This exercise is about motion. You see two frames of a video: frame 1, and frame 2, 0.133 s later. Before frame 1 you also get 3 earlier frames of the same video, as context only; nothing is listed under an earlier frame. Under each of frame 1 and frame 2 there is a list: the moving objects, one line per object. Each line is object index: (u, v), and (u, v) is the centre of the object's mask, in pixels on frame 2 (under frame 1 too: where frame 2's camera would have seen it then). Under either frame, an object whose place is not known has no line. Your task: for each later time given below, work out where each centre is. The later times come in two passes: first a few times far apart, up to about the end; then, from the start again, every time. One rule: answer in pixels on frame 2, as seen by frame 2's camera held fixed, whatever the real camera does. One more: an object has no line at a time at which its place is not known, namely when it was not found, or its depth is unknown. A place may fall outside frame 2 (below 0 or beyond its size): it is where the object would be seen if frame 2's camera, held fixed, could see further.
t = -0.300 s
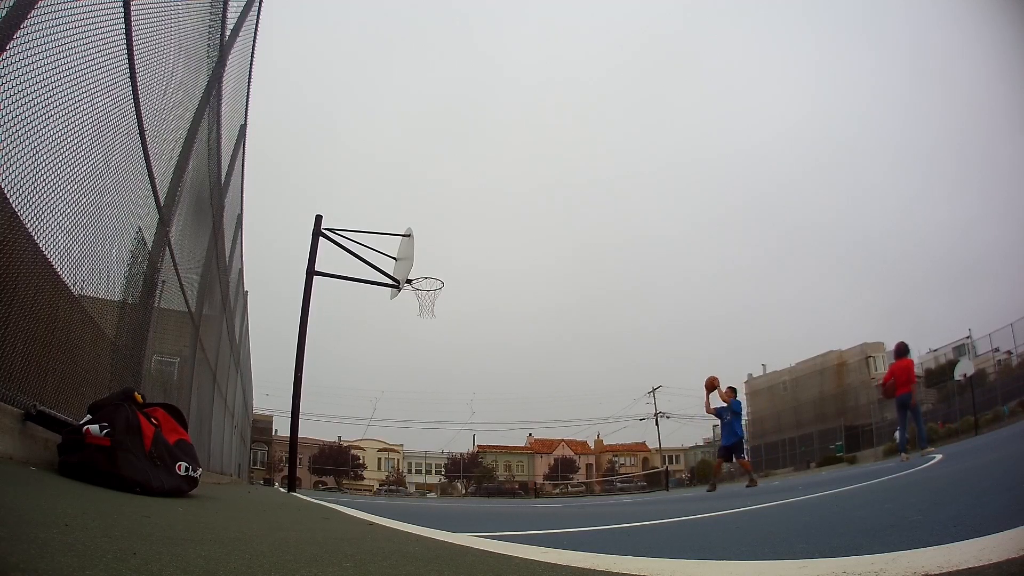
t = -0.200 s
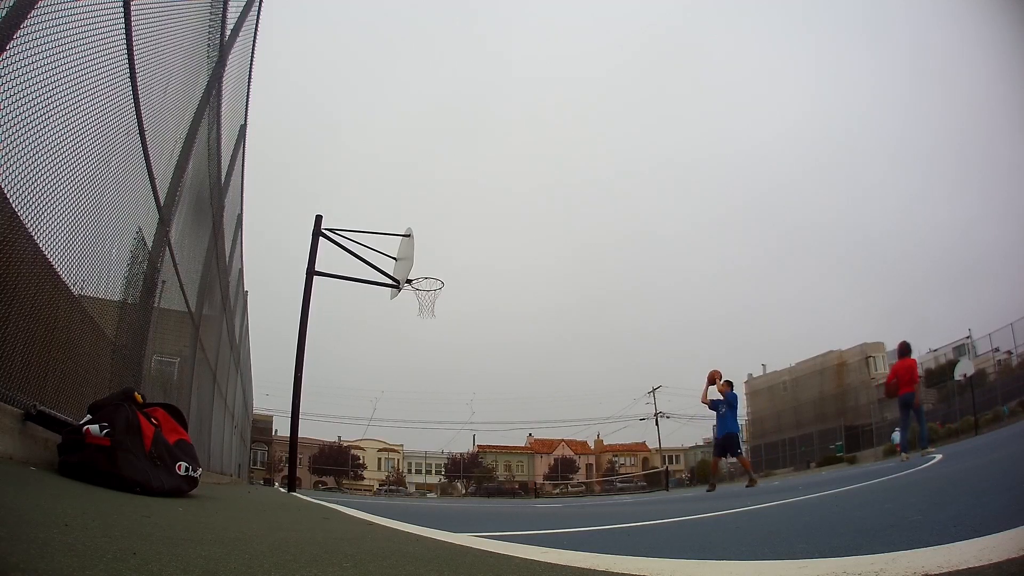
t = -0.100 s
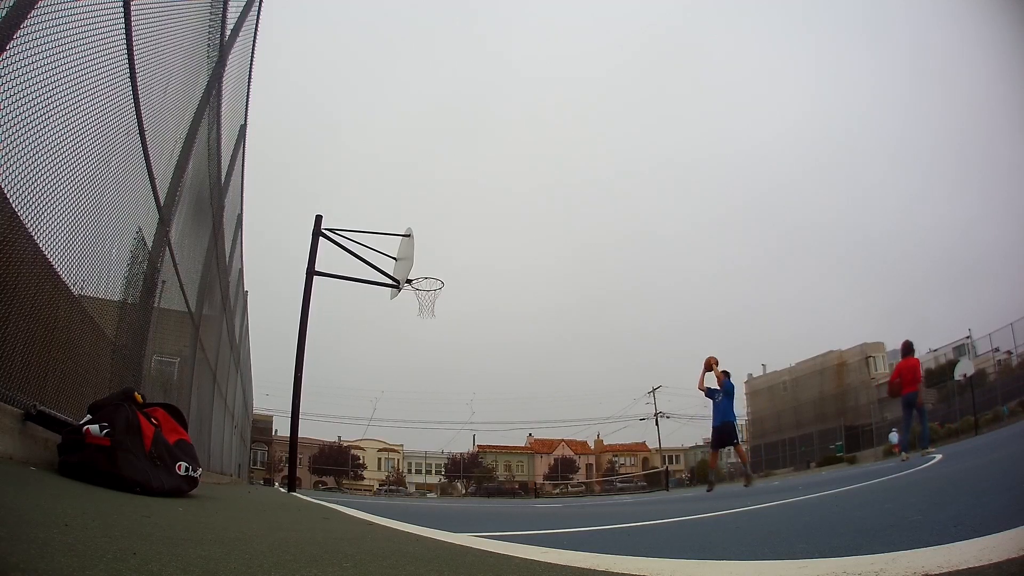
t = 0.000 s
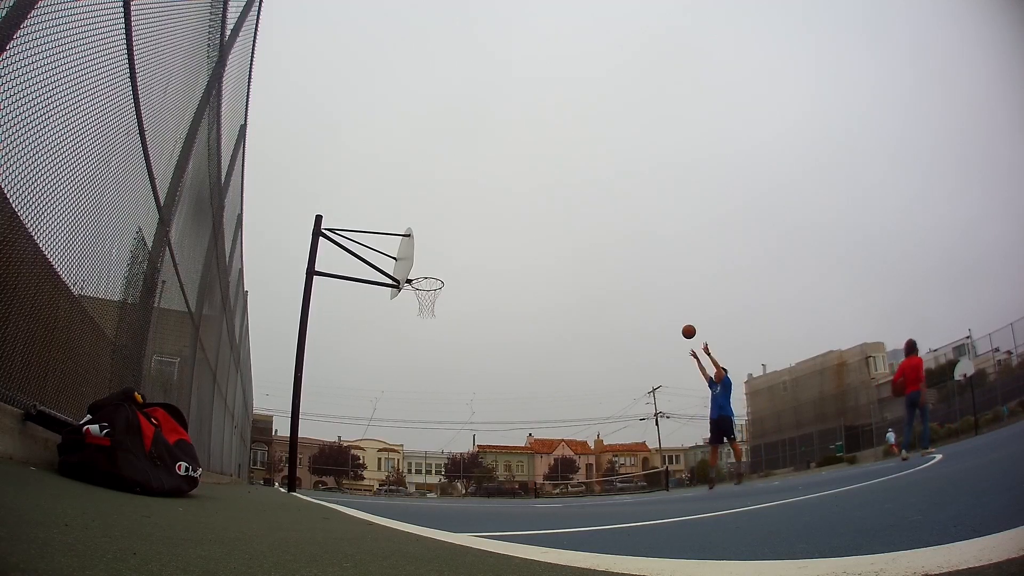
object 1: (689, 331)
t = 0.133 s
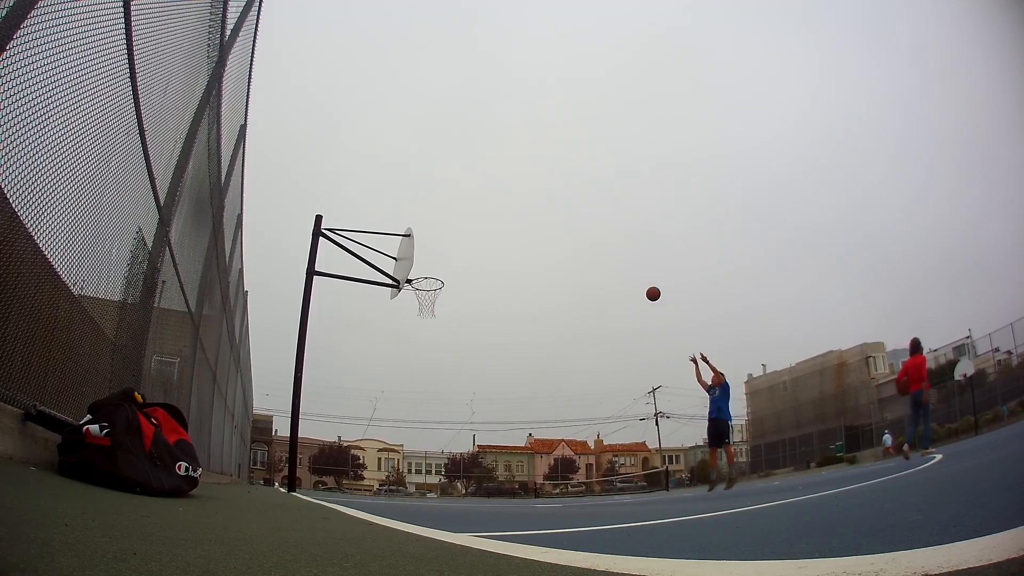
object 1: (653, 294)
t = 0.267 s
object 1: (617, 266)
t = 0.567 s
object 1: (536, 240)
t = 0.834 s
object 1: (460, 261)
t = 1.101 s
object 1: (410, 299)
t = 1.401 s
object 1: (405, 343)
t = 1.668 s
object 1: (398, 441)
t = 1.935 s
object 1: (411, 434)
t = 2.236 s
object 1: (437, 376)
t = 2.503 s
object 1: (460, 379)
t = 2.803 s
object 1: (485, 445)
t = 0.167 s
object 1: (644, 286)
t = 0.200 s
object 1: (635, 278)
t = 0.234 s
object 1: (626, 272)
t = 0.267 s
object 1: (617, 266)
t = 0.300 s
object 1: (608, 260)
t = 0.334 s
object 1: (599, 255)
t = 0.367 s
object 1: (590, 251)
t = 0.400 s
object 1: (581, 248)
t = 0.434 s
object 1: (572, 245)
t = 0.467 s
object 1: (563, 242)
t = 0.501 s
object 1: (554, 241)
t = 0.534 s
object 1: (545, 240)
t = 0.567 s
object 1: (536, 240)
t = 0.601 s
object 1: (527, 240)
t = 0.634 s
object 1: (517, 241)
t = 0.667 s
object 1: (508, 242)
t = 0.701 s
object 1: (499, 245)
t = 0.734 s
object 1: (489, 248)
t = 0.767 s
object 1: (480, 252)
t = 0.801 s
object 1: (470, 256)
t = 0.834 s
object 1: (460, 261)
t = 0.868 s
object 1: (450, 267)
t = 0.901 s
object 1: (441, 274)
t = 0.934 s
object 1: (430, 282)
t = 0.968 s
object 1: (420, 290)
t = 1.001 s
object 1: (412, 297)
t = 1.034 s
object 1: (410, 297)
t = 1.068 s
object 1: (410, 298)
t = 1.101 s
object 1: (410, 299)
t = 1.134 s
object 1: (409, 300)
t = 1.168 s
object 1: (409, 303)
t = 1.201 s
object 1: (409, 306)
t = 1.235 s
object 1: (408, 310)
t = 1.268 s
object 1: (408, 315)
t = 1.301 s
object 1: (407, 321)
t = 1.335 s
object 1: (407, 327)
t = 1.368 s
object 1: (406, 335)
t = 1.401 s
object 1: (405, 343)
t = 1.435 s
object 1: (405, 352)
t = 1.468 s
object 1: (404, 362)
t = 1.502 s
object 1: (403, 373)
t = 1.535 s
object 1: (402, 384)
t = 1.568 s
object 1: (401, 397)
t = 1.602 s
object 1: (400, 411)
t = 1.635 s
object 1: (400, 425)
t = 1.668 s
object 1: (398, 441)
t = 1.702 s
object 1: (398, 457)
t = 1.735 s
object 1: (397, 474)
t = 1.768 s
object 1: (396, 492)
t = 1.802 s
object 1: (399, 480)
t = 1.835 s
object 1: (401, 468)
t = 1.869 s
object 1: (405, 456)
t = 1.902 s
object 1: (408, 444)
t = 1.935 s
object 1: (411, 434)
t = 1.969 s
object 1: (414, 424)
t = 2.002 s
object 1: (417, 415)
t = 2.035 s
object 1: (420, 407)
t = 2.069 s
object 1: (423, 400)
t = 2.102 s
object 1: (426, 393)
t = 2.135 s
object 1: (429, 388)
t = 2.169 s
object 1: (432, 383)
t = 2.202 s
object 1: (434, 379)
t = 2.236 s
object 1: (437, 376)
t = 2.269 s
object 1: (440, 373)
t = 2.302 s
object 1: (443, 372)
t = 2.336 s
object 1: (446, 371)
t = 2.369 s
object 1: (449, 371)
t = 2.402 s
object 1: (451, 372)
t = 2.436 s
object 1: (454, 373)
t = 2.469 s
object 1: (457, 376)
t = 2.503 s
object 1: (460, 379)
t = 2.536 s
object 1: (463, 383)
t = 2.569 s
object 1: (465, 387)
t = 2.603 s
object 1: (468, 393)
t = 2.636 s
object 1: (471, 400)
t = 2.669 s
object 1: (474, 407)
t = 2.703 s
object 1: (477, 415)
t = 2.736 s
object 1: (479, 424)
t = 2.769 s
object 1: (482, 434)
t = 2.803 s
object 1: (485, 445)
